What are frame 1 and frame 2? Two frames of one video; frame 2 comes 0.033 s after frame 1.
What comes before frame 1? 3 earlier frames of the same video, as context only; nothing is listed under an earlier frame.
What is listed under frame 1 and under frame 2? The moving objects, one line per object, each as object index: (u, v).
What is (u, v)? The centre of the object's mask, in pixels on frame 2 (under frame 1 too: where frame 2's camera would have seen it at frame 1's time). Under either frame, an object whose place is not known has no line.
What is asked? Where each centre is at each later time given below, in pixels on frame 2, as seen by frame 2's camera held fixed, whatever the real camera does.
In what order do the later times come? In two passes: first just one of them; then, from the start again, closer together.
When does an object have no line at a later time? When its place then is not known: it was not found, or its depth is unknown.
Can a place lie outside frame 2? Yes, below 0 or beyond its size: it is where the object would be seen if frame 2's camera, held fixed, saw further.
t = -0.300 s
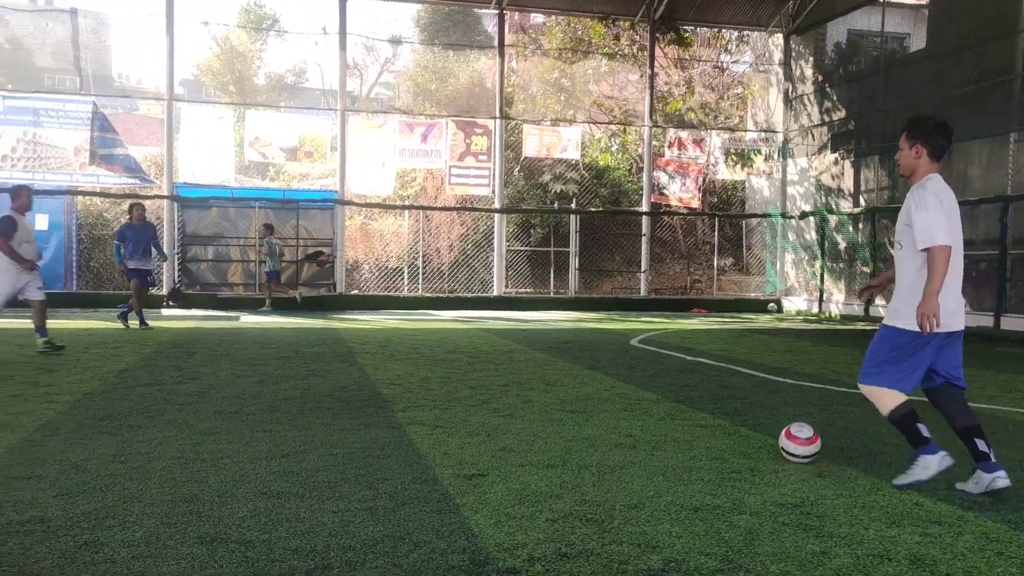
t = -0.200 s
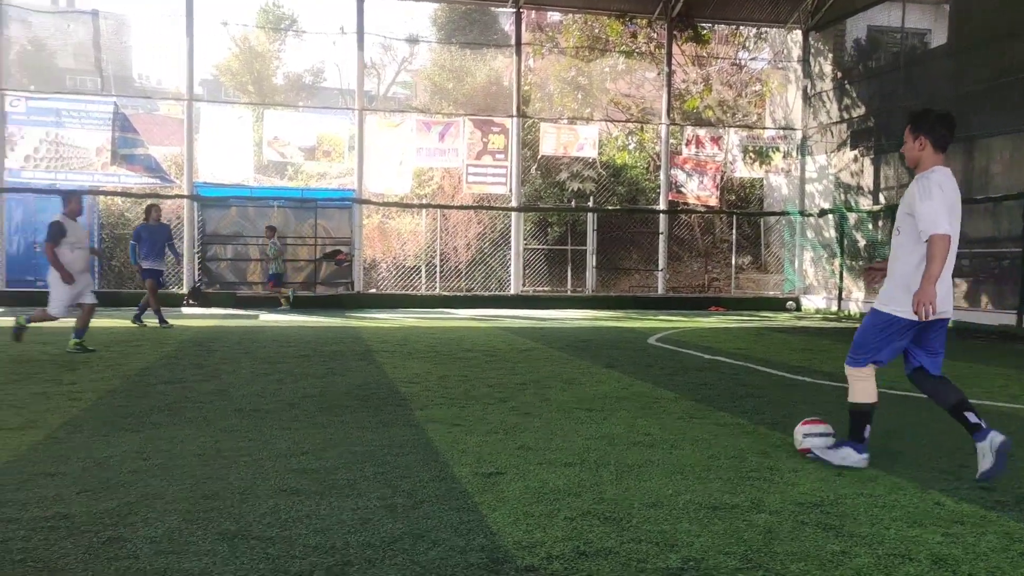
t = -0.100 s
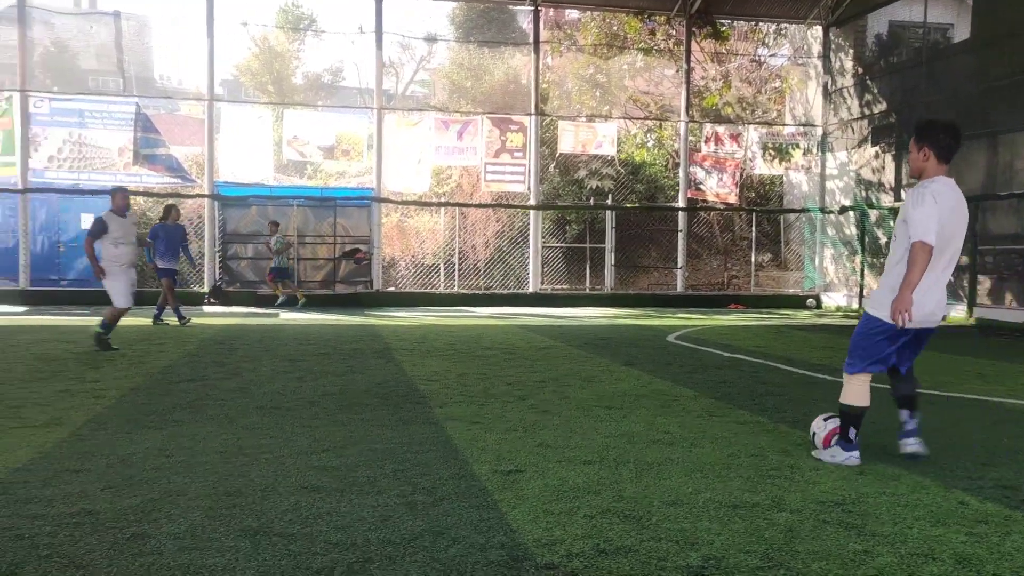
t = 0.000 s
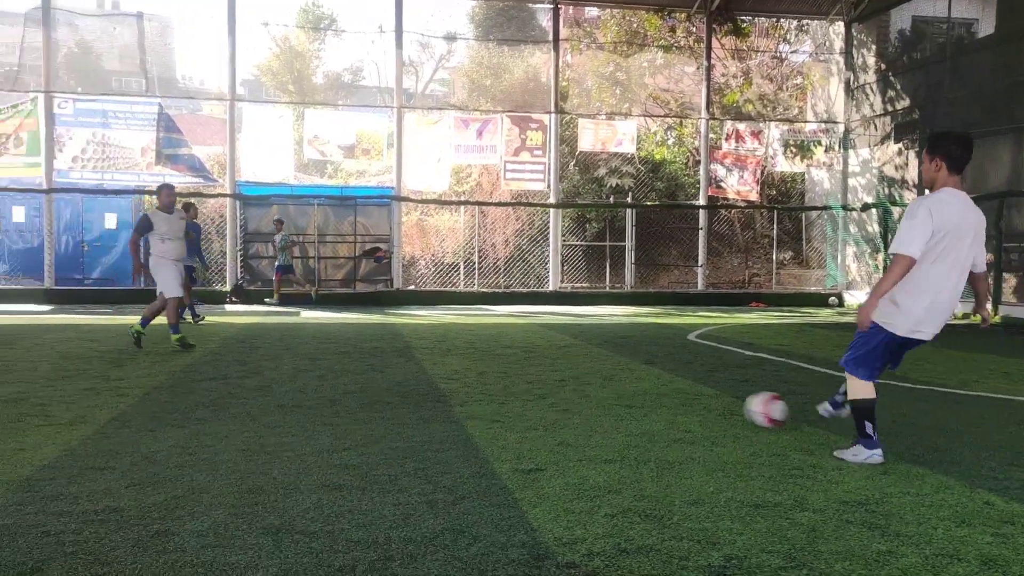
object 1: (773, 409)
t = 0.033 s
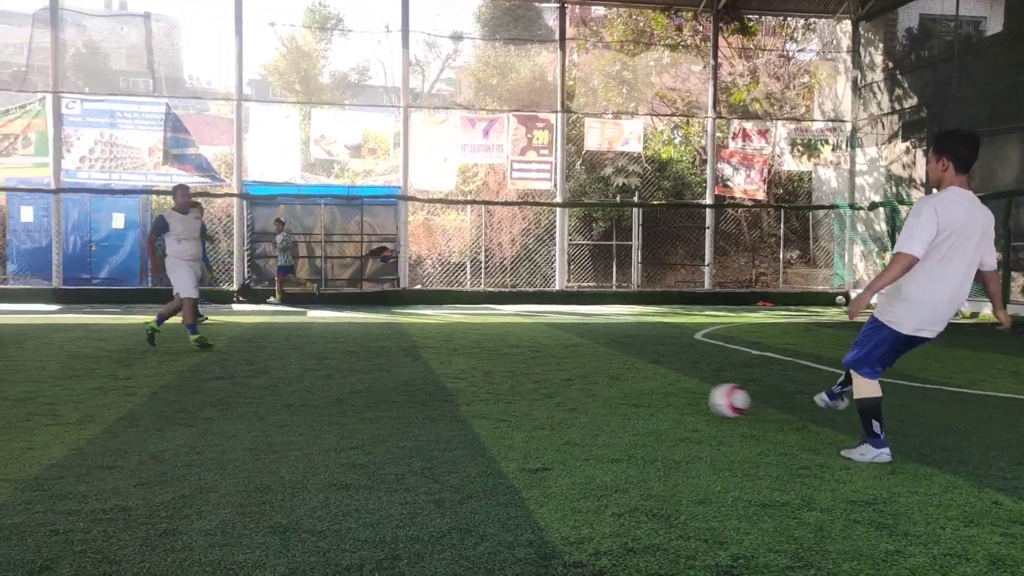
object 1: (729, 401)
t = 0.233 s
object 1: (532, 378)
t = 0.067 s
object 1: (689, 395)
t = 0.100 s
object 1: (651, 391)
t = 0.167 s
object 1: (584, 388)
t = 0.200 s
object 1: (557, 384)
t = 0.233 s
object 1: (532, 378)
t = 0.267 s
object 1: (509, 375)
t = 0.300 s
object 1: (487, 373)
